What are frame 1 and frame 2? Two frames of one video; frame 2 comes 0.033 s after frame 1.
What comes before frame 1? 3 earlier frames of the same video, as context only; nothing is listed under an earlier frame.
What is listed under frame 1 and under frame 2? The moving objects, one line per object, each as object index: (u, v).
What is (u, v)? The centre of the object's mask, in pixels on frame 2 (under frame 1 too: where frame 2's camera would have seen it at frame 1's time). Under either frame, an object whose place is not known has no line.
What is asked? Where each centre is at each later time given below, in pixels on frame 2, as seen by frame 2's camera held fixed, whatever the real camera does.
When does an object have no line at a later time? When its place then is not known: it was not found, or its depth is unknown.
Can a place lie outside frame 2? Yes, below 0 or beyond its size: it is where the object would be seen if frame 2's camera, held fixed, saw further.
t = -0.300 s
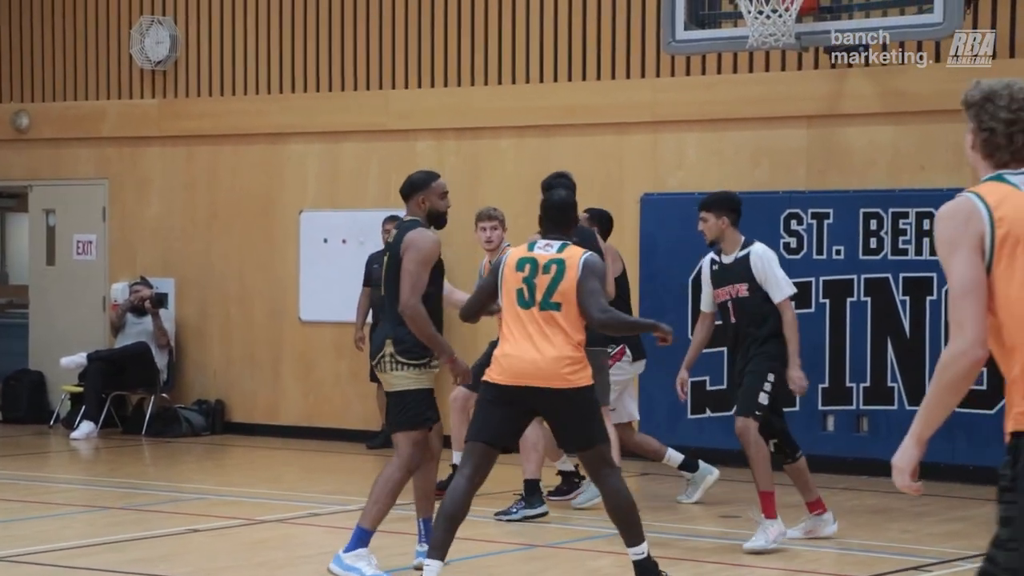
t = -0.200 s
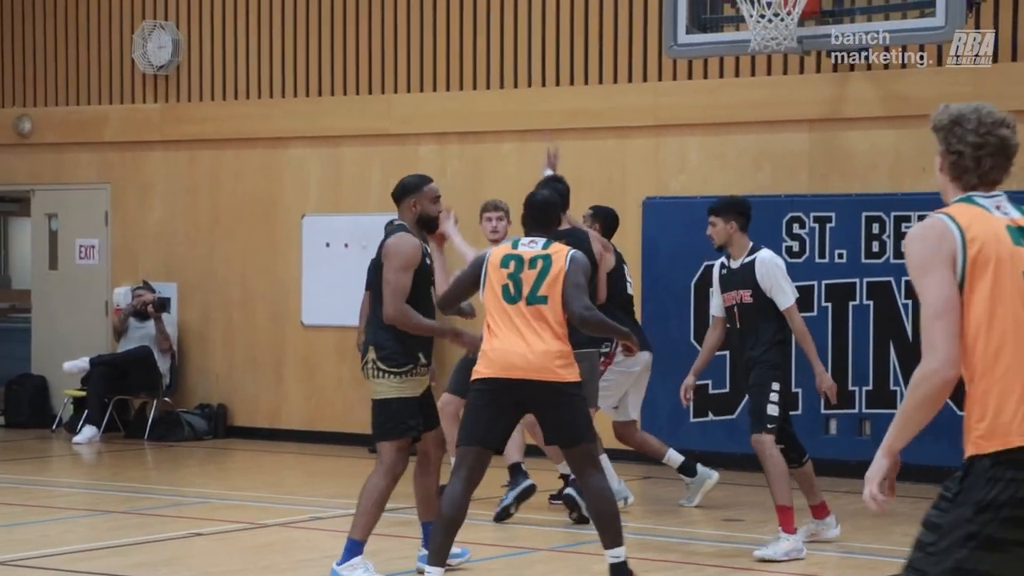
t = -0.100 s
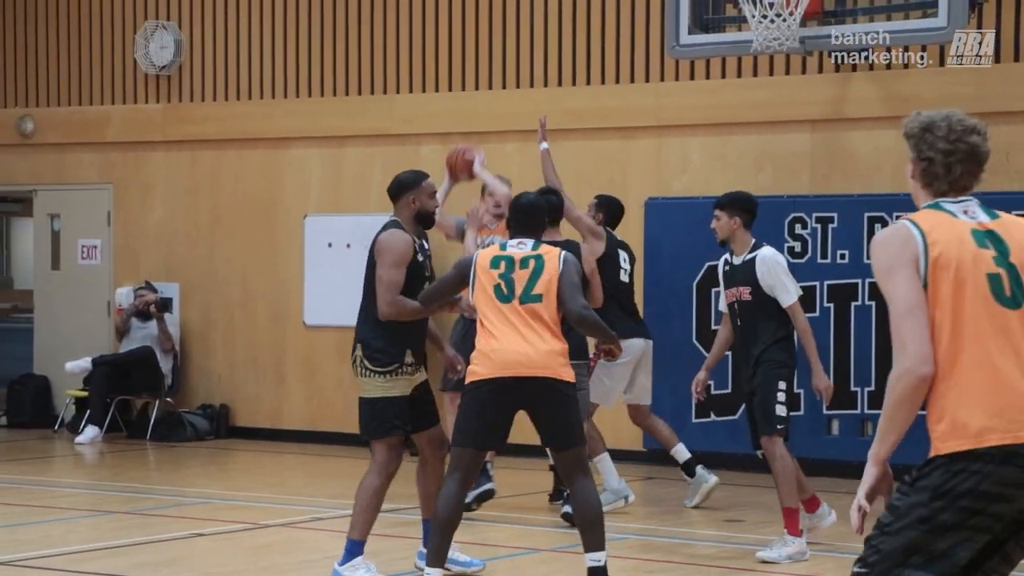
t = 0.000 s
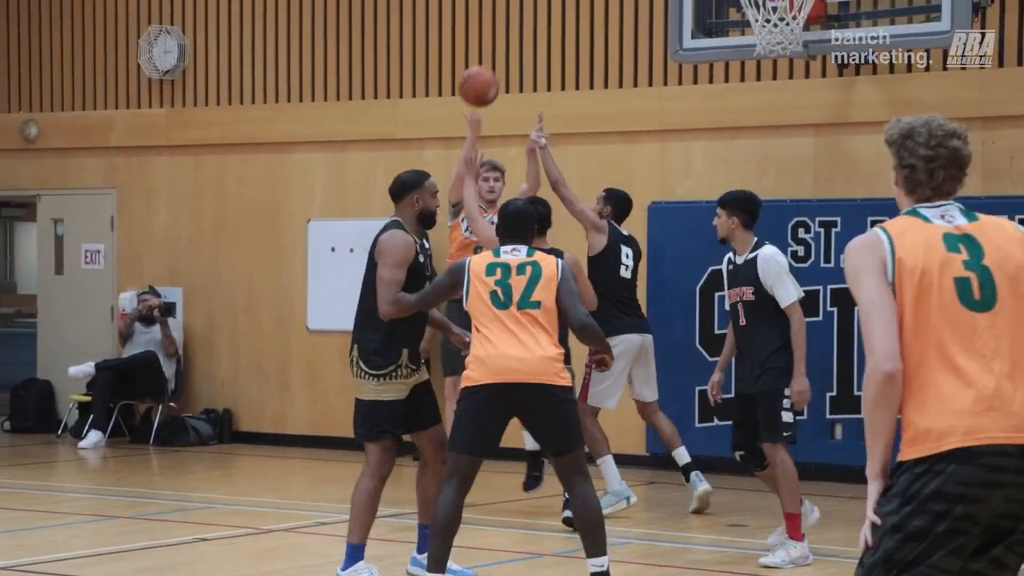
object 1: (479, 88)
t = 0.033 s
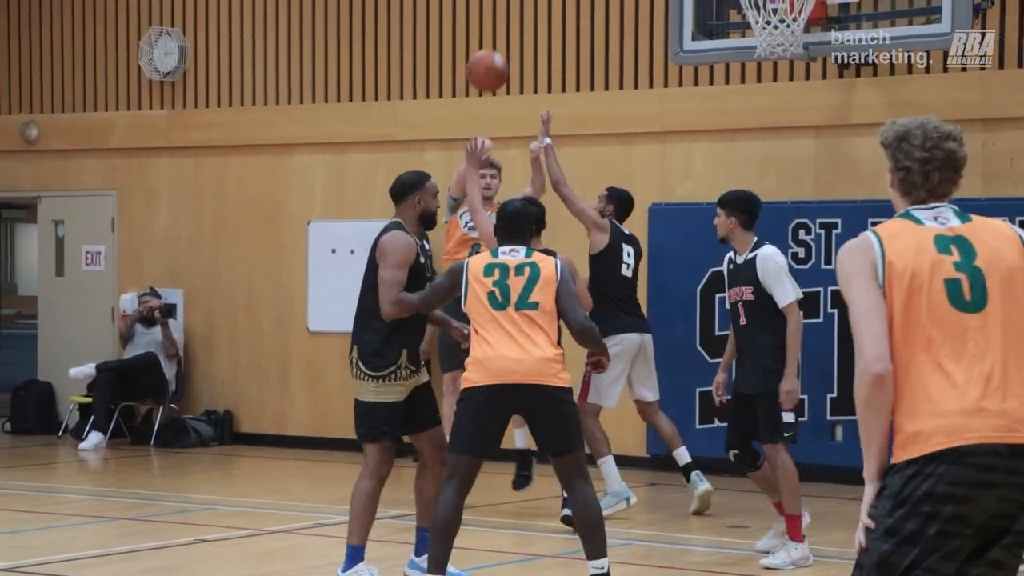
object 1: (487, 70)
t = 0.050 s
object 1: (491, 62)
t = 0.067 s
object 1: (495, 54)
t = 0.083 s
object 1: (499, 47)
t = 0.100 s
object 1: (503, 38)
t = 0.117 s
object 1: (508, 31)
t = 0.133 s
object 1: (512, 24)
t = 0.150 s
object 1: (517, 17)
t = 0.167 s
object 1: (522, 12)
